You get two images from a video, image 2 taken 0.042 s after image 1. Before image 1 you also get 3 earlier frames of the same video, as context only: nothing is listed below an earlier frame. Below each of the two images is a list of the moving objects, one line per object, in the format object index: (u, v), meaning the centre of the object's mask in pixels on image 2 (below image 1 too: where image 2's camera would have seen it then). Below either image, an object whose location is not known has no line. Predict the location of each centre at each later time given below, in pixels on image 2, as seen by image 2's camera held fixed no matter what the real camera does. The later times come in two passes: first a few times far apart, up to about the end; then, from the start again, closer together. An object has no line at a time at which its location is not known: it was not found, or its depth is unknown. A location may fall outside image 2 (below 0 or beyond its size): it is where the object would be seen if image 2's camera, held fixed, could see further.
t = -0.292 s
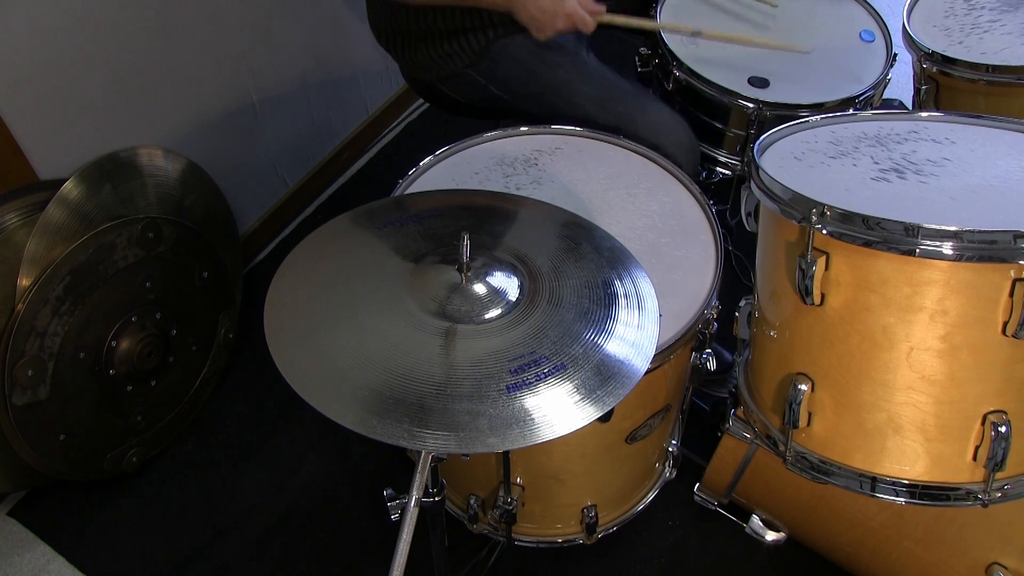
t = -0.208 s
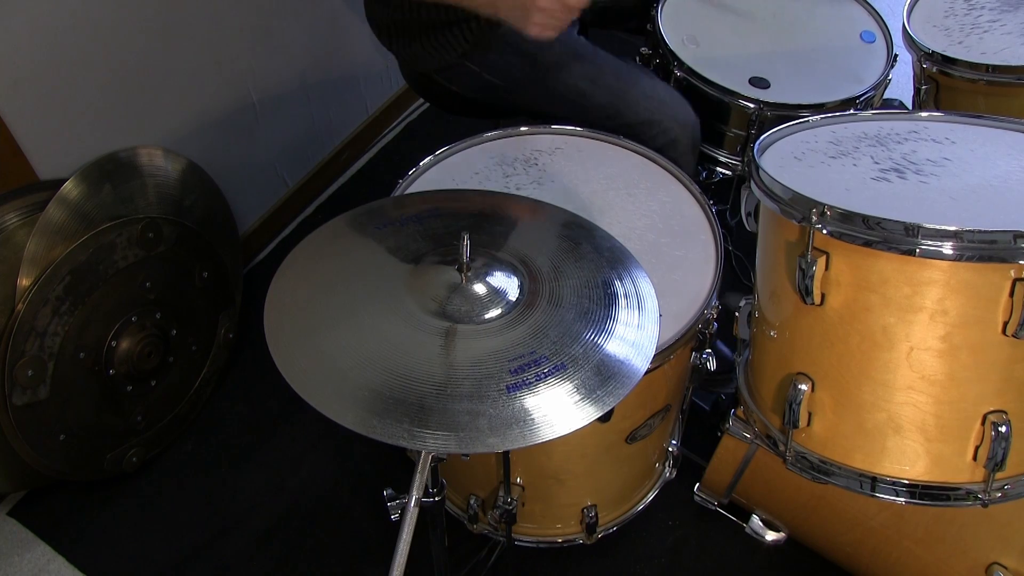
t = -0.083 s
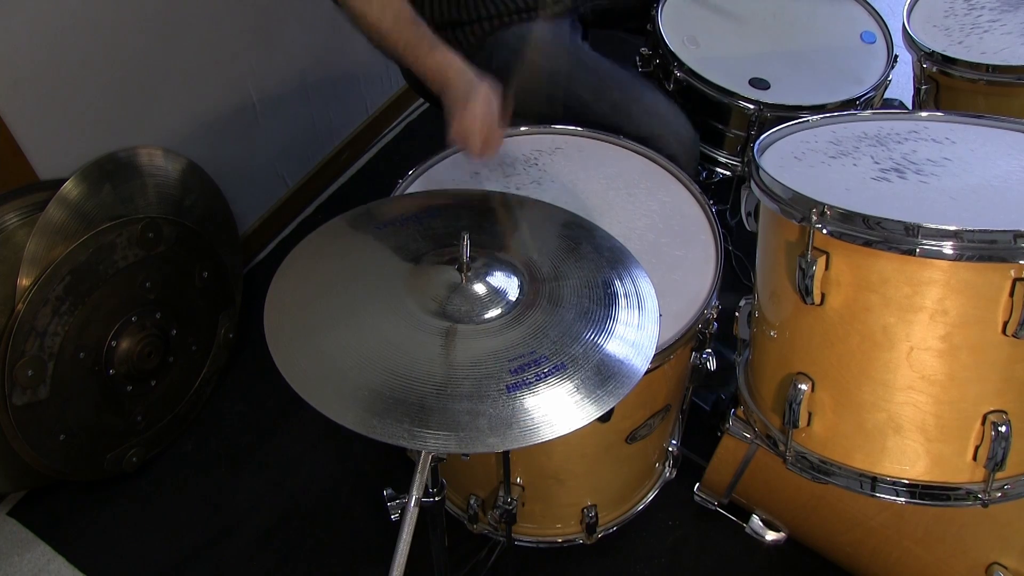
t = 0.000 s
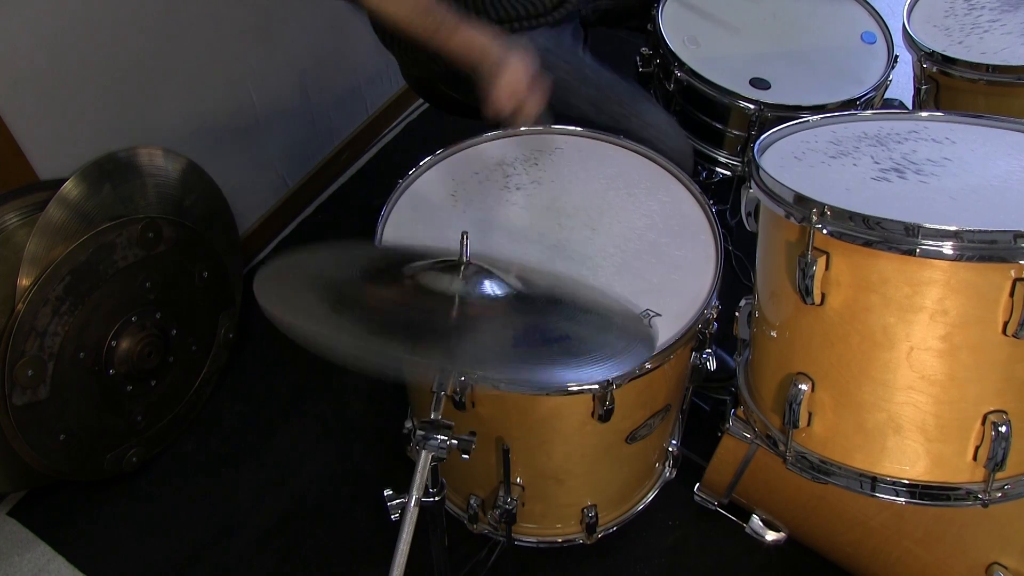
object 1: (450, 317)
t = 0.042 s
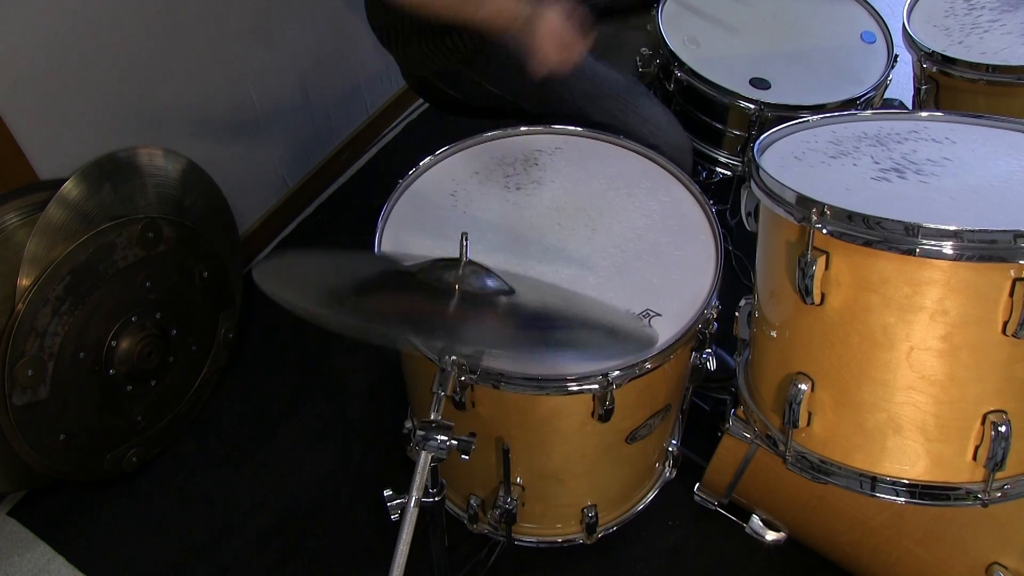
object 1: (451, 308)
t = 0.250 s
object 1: (458, 316)
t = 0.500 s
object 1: (473, 301)
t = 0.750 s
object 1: (458, 322)
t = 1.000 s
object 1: (466, 313)
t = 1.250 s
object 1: (460, 322)
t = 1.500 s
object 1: (464, 317)
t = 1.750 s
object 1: (461, 321)
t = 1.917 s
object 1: (462, 321)
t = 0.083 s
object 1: (452, 303)
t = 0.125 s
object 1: (449, 307)
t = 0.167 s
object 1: (454, 314)
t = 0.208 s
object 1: (456, 316)
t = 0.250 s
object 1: (458, 316)
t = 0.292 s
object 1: (461, 315)
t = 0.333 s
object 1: (465, 312)
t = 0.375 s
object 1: (469, 308)
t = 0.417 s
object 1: (472, 305)
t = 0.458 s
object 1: (473, 301)
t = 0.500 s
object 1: (473, 301)
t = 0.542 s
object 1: (470, 305)
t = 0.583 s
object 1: (467, 312)
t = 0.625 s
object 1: (464, 317)
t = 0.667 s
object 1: (459, 322)
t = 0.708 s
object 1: (458, 322)
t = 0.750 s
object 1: (458, 322)
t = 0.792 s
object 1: (459, 323)
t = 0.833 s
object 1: (460, 324)
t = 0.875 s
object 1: (462, 320)
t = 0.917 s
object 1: (464, 317)
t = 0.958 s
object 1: (465, 314)
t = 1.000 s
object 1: (466, 313)
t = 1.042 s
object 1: (466, 313)
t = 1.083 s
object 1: (465, 315)
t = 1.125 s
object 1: (464, 317)
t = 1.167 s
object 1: (463, 320)
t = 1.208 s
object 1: (461, 322)
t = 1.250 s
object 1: (460, 322)
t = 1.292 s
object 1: (459, 323)
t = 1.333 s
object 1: (460, 323)
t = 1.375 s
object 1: (461, 322)
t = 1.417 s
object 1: (462, 320)
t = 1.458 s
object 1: (464, 318)
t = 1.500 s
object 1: (464, 317)
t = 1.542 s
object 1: (464, 318)
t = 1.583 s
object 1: (463, 319)
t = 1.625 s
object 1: (462, 320)
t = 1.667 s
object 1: (460, 322)
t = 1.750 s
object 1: (461, 321)
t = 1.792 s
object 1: (462, 320)
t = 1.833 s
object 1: (462, 320)
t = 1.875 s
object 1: (462, 320)
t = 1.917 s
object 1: (462, 321)
